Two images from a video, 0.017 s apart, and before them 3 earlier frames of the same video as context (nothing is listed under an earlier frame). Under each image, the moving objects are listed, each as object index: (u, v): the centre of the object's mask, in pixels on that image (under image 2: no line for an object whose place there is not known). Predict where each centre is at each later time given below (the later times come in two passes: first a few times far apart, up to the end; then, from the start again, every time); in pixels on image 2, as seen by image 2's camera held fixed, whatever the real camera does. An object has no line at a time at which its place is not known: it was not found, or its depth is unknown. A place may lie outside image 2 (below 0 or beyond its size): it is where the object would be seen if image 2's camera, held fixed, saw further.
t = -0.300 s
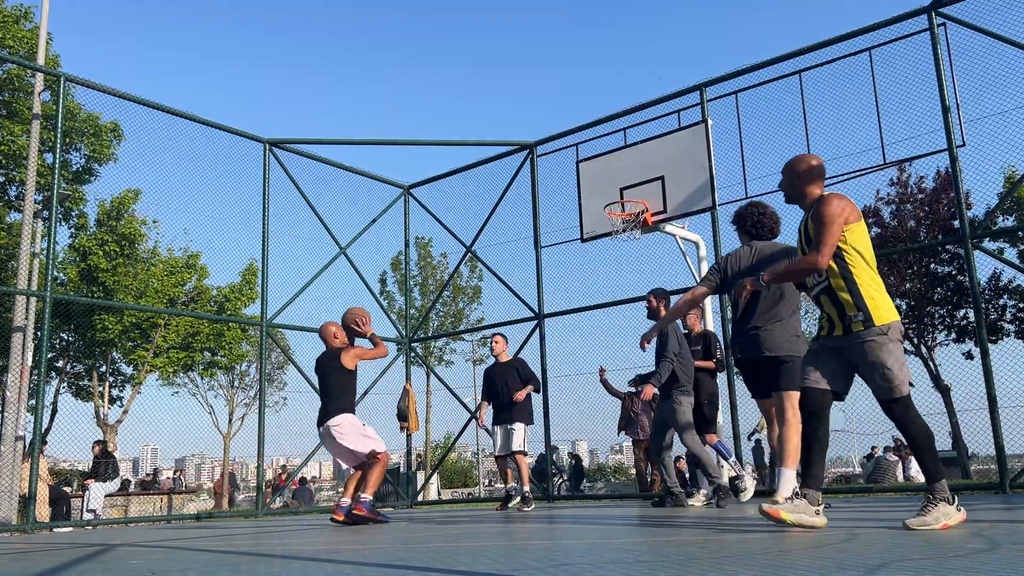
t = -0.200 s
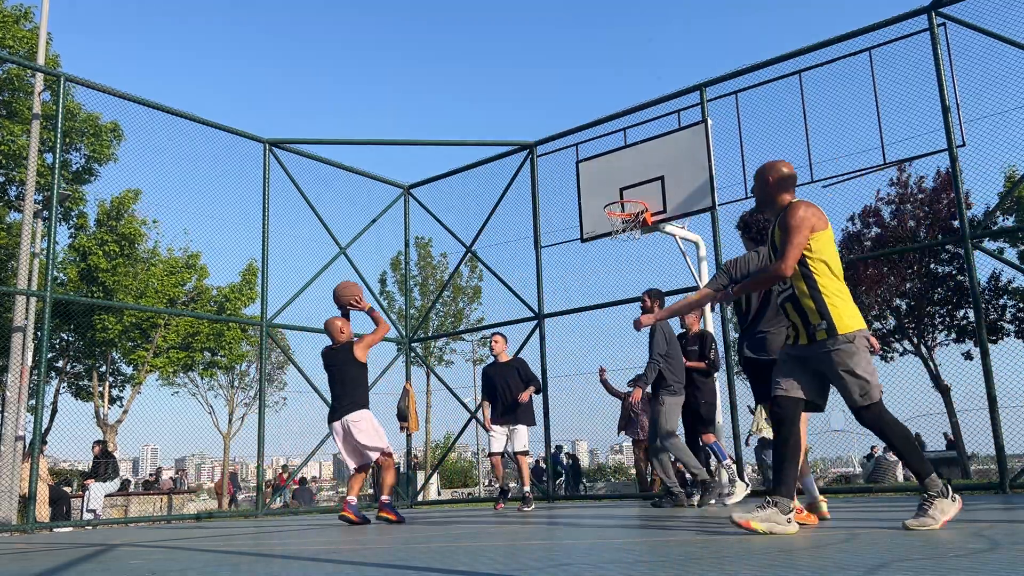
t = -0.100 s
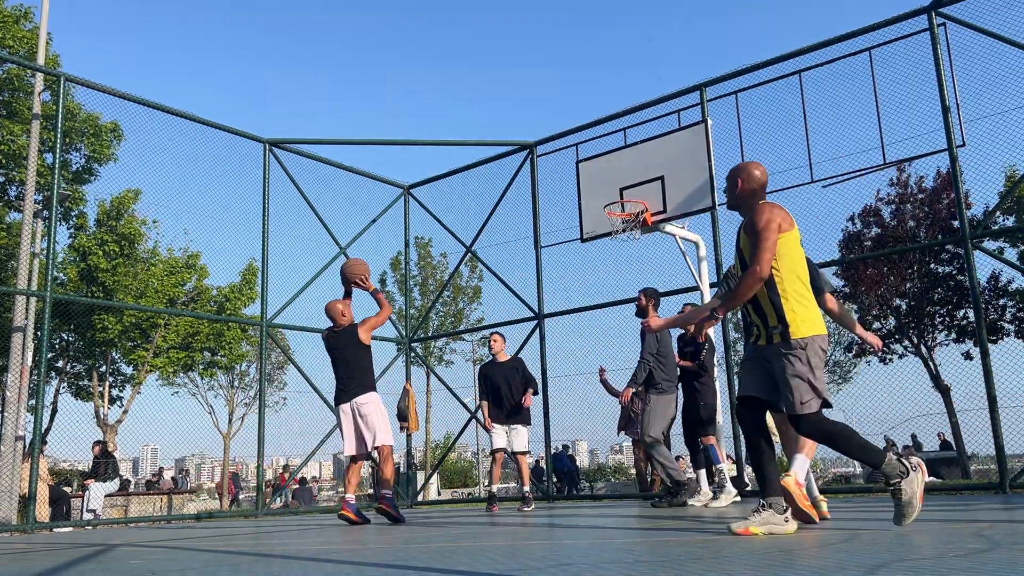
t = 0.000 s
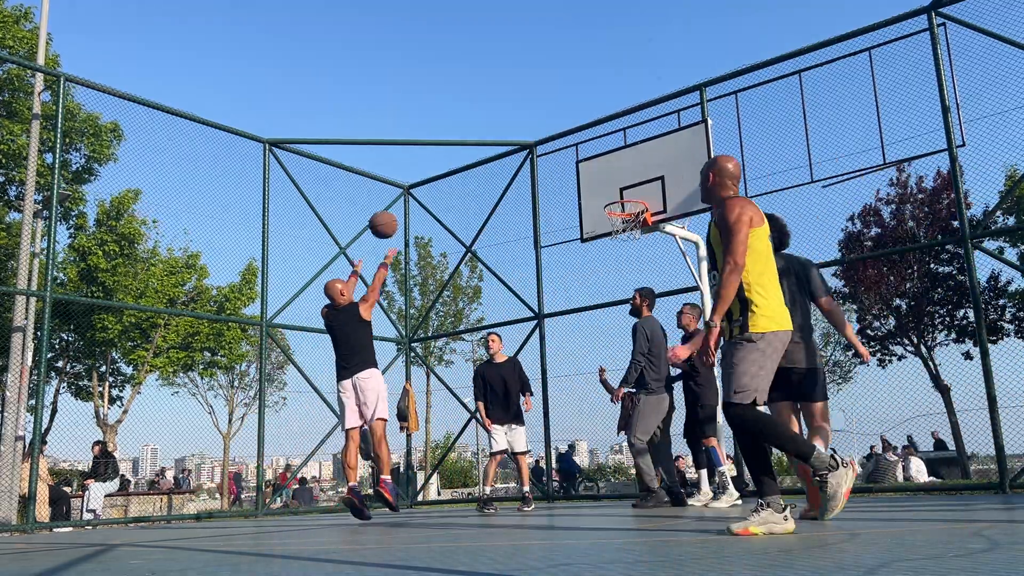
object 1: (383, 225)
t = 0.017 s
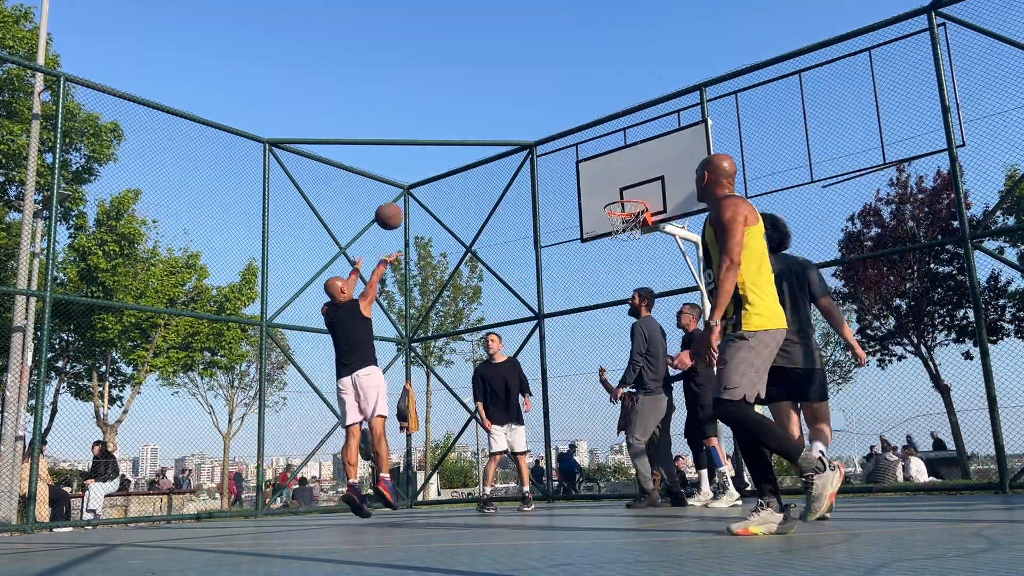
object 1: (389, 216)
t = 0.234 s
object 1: (458, 140)
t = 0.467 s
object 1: (521, 119)
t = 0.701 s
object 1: (578, 147)
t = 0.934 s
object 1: (628, 211)
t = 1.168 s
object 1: (605, 249)
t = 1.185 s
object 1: (603, 253)
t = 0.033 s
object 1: (395, 208)
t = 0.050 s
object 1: (401, 200)
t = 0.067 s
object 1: (406, 193)
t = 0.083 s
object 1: (412, 185)
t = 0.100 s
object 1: (417, 179)
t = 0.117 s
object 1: (423, 173)
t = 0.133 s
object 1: (428, 167)
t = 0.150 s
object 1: (433, 162)
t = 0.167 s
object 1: (438, 157)
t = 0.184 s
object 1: (443, 152)
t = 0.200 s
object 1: (448, 148)
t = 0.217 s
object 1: (454, 144)
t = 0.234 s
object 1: (458, 140)
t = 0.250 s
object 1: (463, 137)
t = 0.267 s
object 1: (468, 134)
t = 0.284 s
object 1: (473, 131)
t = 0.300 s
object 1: (477, 129)
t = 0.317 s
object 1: (482, 126)
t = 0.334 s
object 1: (487, 125)
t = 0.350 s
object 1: (491, 123)
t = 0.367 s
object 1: (495, 122)
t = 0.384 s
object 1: (500, 121)
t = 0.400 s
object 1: (504, 120)
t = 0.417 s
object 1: (509, 119)
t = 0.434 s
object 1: (513, 119)
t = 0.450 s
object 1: (517, 119)
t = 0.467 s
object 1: (521, 119)
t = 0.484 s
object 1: (526, 120)
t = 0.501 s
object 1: (530, 121)
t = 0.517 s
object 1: (534, 122)
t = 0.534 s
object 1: (538, 123)
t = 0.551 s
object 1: (542, 124)
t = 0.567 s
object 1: (546, 126)
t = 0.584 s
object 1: (550, 128)
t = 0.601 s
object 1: (555, 130)
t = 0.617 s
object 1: (559, 133)
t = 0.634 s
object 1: (563, 135)
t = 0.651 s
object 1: (566, 138)
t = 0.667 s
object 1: (570, 141)
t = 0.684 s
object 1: (574, 144)
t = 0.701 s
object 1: (578, 147)
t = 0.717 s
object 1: (582, 151)
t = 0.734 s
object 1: (586, 155)
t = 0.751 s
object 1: (590, 159)
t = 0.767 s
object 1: (594, 163)
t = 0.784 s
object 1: (597, 168)
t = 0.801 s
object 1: (601, 172)
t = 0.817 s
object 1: (605, 177)
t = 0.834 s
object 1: (609, 182)
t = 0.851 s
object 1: (612, 187)
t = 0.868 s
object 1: (616, 192)
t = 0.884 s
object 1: (619, 196)
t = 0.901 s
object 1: (623, 204)
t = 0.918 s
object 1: (625, 211)
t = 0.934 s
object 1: (628, 211)
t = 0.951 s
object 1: (630, 211)
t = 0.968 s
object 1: (632, 210)
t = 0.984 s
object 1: (631, 210)
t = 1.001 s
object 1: (629, 211)
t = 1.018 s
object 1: (627, 213)
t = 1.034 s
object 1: (624, 218)
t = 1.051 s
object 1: (621, 222)
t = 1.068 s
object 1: (618, 225)
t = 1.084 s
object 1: (616, 229)
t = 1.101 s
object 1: (613, 232)
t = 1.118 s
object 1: (611, 236)
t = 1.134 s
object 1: (609, 241)
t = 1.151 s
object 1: (607, 244)
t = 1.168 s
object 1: (605, 249)
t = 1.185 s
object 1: (603, 253)
